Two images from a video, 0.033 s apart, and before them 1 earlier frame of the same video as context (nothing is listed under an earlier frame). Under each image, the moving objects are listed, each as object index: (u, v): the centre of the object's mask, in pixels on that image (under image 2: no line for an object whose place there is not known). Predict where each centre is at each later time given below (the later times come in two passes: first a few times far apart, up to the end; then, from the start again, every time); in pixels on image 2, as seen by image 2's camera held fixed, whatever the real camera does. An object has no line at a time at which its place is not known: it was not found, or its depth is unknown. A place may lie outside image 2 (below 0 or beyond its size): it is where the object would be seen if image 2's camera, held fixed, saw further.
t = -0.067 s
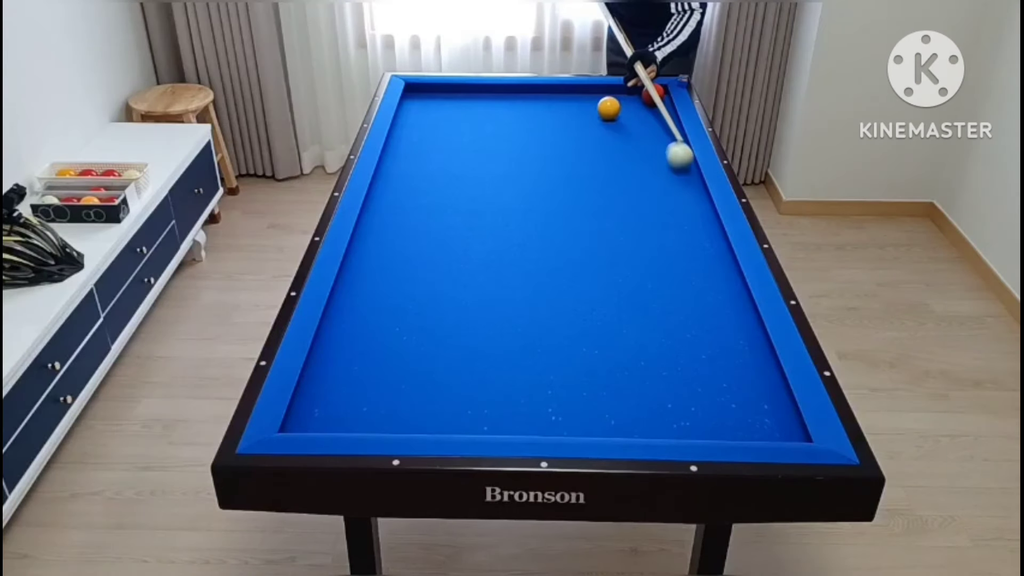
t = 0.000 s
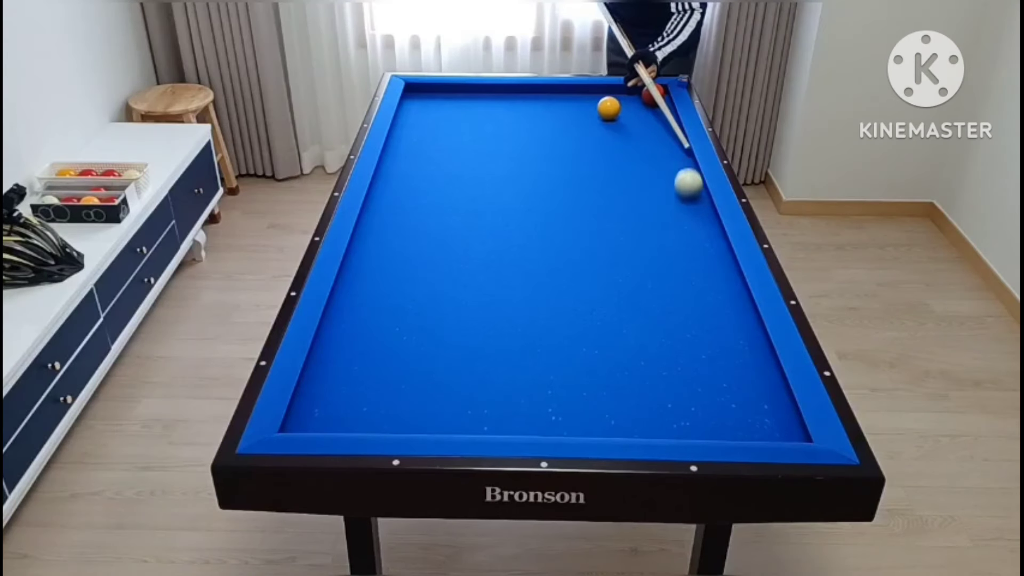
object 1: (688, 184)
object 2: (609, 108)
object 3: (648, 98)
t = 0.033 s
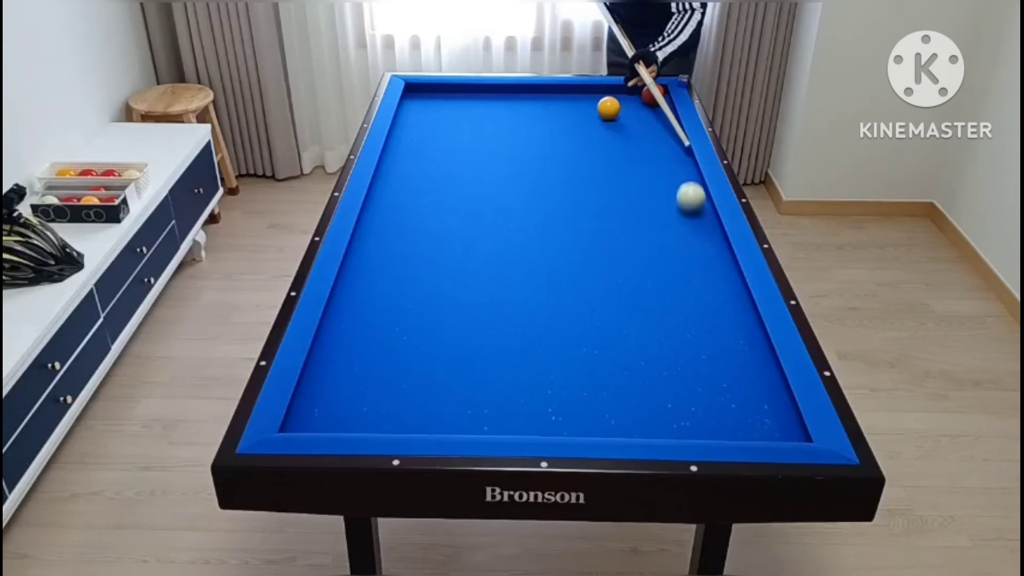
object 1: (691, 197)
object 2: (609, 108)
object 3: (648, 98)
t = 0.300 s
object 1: (727, 346)
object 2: (609, 108)
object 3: (648, 98)
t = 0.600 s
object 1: (741, 326)
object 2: (609, 108)
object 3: (653, 94)
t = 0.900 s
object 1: (701, 243)
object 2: (609, 108)
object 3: (653, 94)
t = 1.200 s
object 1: (668, 182)
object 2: (609, 108)
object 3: (653, 94)
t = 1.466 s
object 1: (645, 140)
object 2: (609, 108)
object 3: (653, 94)
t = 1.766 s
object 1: (635, 103)
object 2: (600, 106)
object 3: (654, 94)
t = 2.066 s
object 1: (619, 90)
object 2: (576, 101)
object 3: (645, 90)
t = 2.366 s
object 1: (605, 98)
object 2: (555, 96)
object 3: (627, 94)
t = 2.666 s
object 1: (592, 107)
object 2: (535, 91)
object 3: (610, 97)
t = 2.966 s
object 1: (579, 115)
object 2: (517, 89)
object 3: (593, 101)
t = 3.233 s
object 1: (569, 123)
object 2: (506, 91)
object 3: (580, 103)
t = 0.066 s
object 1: (694, 212)
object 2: (609, 108)
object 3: (648, 98)
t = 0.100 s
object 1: (698, 227)
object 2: (609, 108)
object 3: (647, 98)
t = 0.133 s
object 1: (702, 244)
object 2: (609, 108)
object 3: (647, 98)
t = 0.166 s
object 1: (706, 262)
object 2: (609, 108)
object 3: (647, 98)
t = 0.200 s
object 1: (711, 281)
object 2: (609, 108)
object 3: (648, 98)
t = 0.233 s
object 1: (716, 300)
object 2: (609, 108)
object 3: (648, 98)
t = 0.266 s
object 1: (721, 323)
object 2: (609, 108)
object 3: (648, 98)
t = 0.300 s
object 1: (727, 346)
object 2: (609, 108)
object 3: (648, 98)
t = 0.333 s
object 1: (734, 372)
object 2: (609, 108)
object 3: (648, 98)
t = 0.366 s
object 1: (741, 400)
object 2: (609, 108)
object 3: (649, 98)
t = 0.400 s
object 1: (748, 424)
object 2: (609, 108)
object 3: (649, 98)
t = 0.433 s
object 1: (748, 410)
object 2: (609, 108)
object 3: (650, 97)
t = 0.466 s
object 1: (746, 389)
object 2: (609, 108)
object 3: (652, 96)
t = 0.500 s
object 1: (744, 371)
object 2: (609, 108)
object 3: (653, 95)
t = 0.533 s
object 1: (743, 354)
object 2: (609, 108)
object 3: (653, 95)
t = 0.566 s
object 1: (742, 339)
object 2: (609, 108)
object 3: (653, 94)
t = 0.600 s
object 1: (741, 326)
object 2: (609, 108)
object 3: (653, 94)
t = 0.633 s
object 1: (740, 315)
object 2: (609, 108)
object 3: (653, 94)
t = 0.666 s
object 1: (737, 304)
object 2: (609, 108)
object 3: (653, 94)
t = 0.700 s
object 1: (731, 294)
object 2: (609, 108)
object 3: (653, 94)
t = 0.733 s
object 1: (726, 285)
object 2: (609, 108)
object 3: (653, 94)
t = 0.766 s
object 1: (720, 276)
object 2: (609, 108)
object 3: (653, 94)
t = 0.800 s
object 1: (716, 268)
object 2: (609, 108)
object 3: (653, 94)
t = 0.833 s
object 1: (711, 259)
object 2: (609, 108)
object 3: (653, 94)
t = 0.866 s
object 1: (706, 251)
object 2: (609, 108)
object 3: (653, 94)
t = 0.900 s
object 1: (701, 243)
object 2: (609, 108)
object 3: (653, 94)
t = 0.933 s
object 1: (697, 235)
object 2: (609, 108)
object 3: (653, 94)
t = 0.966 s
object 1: (693, 228)
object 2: (609, 108)
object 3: (653, 94)
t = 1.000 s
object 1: (689, 221)
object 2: (609, 108)
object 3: (653, 94)
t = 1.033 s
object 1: (685, 214)
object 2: (609, 108)
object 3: (653, 94)
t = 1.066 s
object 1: (681, 207)
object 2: (609, 108)
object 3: (653, 94)
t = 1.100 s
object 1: (678, 201)
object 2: (609, 108)
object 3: (653, 94)
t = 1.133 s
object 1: (674, 194)
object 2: (609, 108)
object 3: (653, 94)
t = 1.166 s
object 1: (671, 188)
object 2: (609, 108)
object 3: (653, 94)
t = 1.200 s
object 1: (668, 182)
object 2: (609, 108)
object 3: (653, 94)
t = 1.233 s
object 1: (665, 176)
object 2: (609, 108)
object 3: (653, 94)
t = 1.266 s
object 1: (662, 170)
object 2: (609, 108)
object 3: (653, 94)
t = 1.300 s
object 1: (659, 165)
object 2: (609, 108)
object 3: (653, 94)
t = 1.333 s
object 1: (656, 160)
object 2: (609, 108)
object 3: (653, 94)
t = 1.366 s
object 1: (653, 155)
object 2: (609, 108)
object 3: (653, 94)
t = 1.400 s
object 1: (651, 149)
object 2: (609, 108)
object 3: (653, 94)
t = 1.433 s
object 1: (648, 145)
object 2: (609, 108)
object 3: (653, 94)
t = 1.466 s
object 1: (645, 140)
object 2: (609, 108)
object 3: (653, 94)
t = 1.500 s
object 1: (643, 135)
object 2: (609, 108)
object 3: (653, 94)
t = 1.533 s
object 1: (641, 131)
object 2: (609, 108)
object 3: (653, 94)
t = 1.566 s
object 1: (638, 126)
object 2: (609, 108)
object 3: (653, 94)
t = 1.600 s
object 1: (636, 122)
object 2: (609, 108)
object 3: (653, 94)
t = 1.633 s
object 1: (634, 118)
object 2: (609, 108)
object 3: (653, 94)
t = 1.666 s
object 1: (632, 113)
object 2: (609, 108)
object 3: (653, 94)
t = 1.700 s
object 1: (632, 110)
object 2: (607, 108)
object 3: (653, 94)
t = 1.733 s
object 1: (634, 107)
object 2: (603, 107)
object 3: (653, 94)
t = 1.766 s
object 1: (635, 103)
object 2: (600, 106)
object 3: (654, 94)
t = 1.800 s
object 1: (636, 100)
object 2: (598, 106)
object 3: (655, 94)
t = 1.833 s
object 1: (635, 98)
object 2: (595, 105)
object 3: (656, 93)
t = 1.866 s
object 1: (632, 97)
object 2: (592, 104)
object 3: (659, 92)
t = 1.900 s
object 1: (629, 95)
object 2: (589, 104)
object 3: (656, 91)
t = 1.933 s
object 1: (627, 93)
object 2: (587, 103)
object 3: (654, 90)
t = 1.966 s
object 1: (625, 92)
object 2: (584, 103)
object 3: (651, 90)
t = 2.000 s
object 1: (622, 90)
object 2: (581, 102)
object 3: (649, 90)
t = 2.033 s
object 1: (620, 89)
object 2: (579, 101)
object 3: (647, 90)
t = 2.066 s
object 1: (619, 90)
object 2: (576, 101)
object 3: (645, 90)
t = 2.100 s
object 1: (617, 91)
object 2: (574, 100)
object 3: (642, 91)
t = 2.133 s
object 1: (616, 92)
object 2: (571, 100)
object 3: (640, 91)
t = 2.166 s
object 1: (614, 93)
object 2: (569, 99)
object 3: (638, 92)
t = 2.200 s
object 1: (613, 94)
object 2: (566, 99)
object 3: (636, 92)
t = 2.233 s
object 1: (611, 95)
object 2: (564, 98)
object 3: (634, 92)
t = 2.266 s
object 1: (610, 96)
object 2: (561, 97)
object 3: (632, 93)
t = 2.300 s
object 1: (608, 97)
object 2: (559, 97)
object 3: (630, 93)
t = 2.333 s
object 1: (607, 98)
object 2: (557, 96)
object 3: (629, 94)
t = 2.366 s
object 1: (605, 98)
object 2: (555, 96)
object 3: (627, 94)
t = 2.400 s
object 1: (604, 99)
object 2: (552, 95)
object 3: (625, 94)
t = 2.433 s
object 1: (602, 100)
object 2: (550, 95)
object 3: (623, 95)
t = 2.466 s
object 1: (601, 101)
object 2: (548, 94)
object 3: (621, 95)
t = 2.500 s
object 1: (599, 102)
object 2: (546, 94)
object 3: (619, 96)
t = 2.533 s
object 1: (598, 103)
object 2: (543, 93)
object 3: (618, 96)
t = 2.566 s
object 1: (597, 104)
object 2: (541, 93)
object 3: (616, 96)
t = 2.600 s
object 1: (595, 105)
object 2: (539, 92)
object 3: (614, 97)
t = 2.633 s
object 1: (594, 106)
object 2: (537, 92)
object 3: (612, 97)
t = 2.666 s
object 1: (592, 107)
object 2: (535, 91)
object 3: (610, 97)
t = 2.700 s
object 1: (591, 108)
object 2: (533, 91)
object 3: (609, 98)
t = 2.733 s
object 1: (590, 108)
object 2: (531, 90)
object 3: (607, 98)
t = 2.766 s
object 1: (588, 109)
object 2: (528, 90)
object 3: (605, 98)
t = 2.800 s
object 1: (587, 110)
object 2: (526, 89)
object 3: (603, 98)
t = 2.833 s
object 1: (584, 112)
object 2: (523, 88)
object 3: (600, 99)
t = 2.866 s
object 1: (583, 113)
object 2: (521, 89)
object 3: (598, 100)
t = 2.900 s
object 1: (582, 114)
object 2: (520, 89)
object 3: (596, 100)
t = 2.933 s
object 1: (580, 115)
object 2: (518, 89)
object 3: (595, 100)
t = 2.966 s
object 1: (579, 115)
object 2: (517, 89)
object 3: (593, 101)
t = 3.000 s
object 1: (578, 116)
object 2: (515, 90)
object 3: (592, 101)
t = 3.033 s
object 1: (576, 117)
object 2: (514, 90)
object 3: (590, 101)
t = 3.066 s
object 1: (575, 118)
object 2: (513, 90)
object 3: (588, 102)
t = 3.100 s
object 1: (574, 119)
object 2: (511, 90)
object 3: (587, 102)
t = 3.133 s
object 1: (573, 120)
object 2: (510, 91)
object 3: (585, 102)
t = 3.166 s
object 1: (571, 121)
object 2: (508, 91)
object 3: (584, 103)
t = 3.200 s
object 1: (570, 121)
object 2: (507, 91)
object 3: (582, 103)
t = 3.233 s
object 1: (569, 123)
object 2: (506, 91)
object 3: (580, 103)
